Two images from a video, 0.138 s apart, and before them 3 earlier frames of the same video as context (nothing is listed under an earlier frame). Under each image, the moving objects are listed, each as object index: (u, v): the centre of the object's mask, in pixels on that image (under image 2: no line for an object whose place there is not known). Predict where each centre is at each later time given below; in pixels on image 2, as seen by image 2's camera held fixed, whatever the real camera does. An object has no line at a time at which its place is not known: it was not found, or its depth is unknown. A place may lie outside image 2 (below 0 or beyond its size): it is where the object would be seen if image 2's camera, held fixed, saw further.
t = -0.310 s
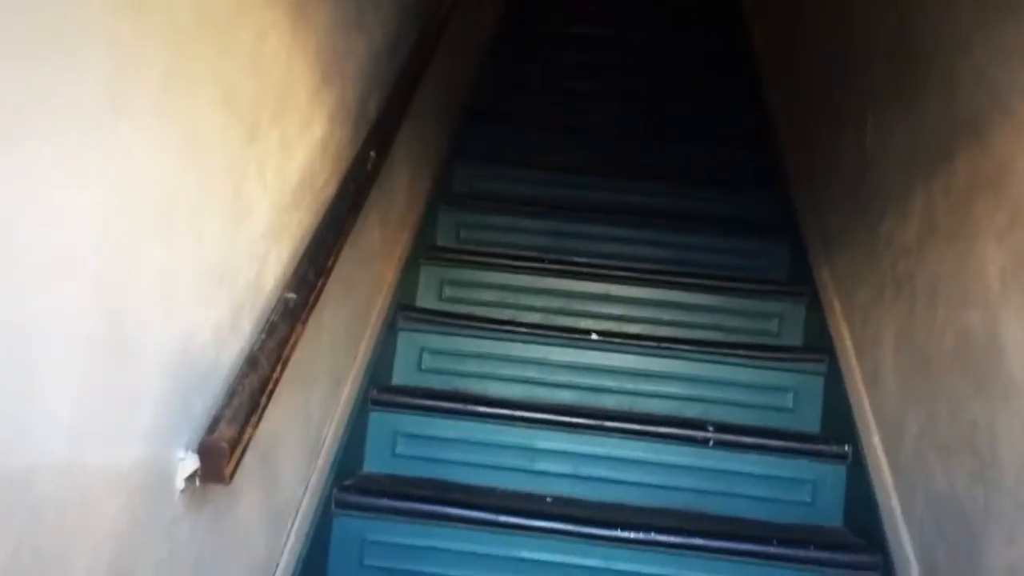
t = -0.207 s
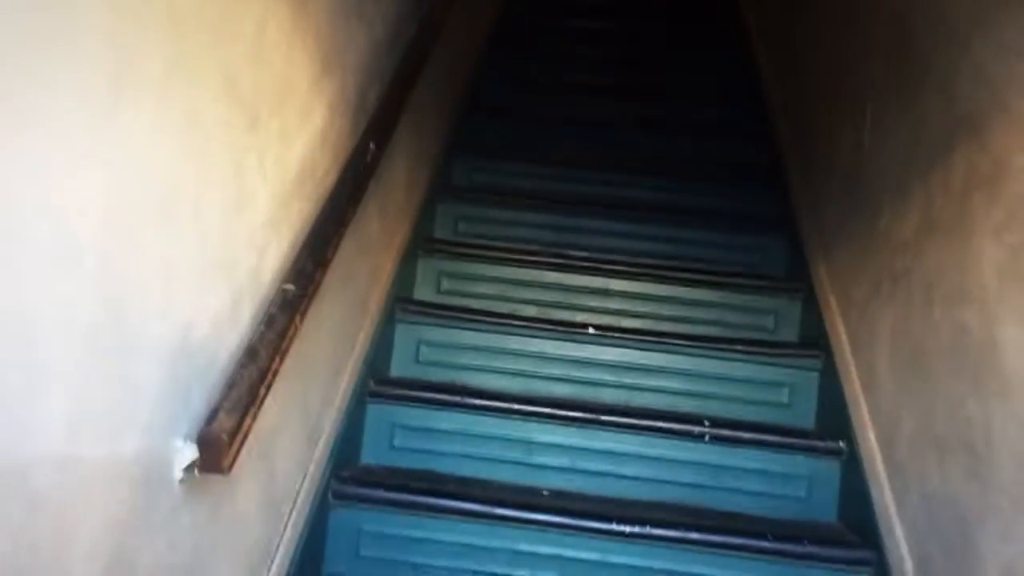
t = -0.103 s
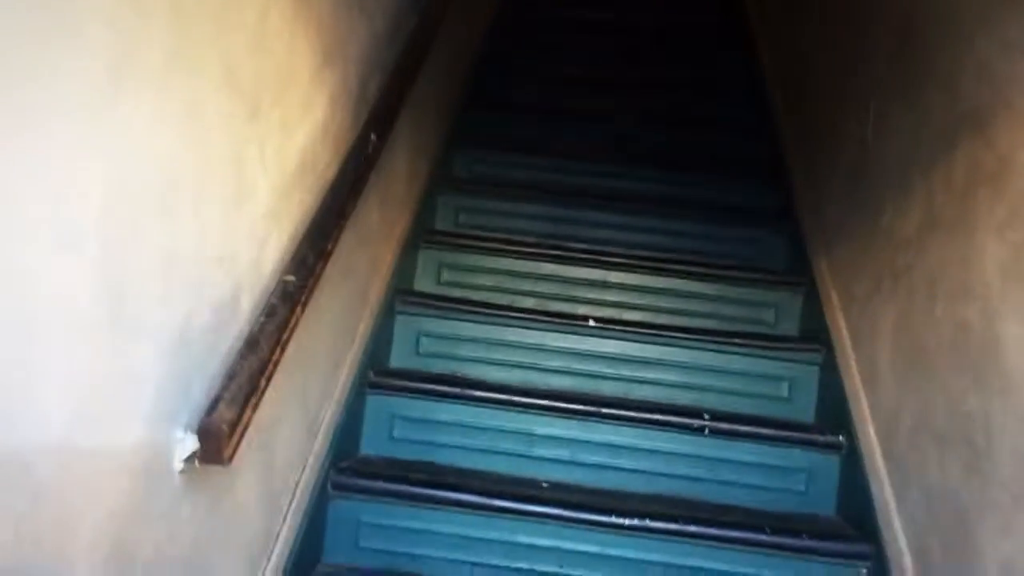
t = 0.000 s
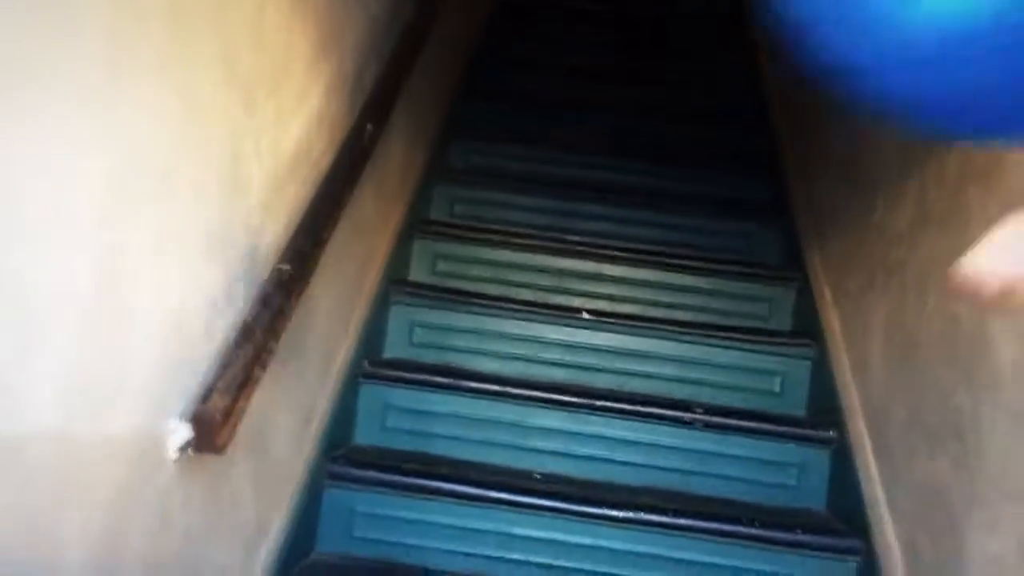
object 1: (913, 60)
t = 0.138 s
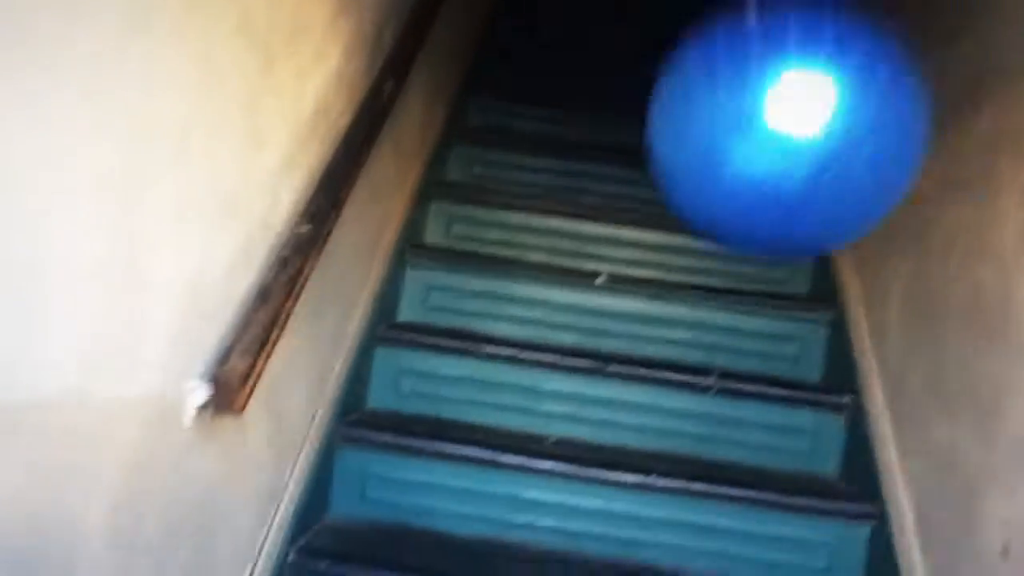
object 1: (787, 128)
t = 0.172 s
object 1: (751, 183)
